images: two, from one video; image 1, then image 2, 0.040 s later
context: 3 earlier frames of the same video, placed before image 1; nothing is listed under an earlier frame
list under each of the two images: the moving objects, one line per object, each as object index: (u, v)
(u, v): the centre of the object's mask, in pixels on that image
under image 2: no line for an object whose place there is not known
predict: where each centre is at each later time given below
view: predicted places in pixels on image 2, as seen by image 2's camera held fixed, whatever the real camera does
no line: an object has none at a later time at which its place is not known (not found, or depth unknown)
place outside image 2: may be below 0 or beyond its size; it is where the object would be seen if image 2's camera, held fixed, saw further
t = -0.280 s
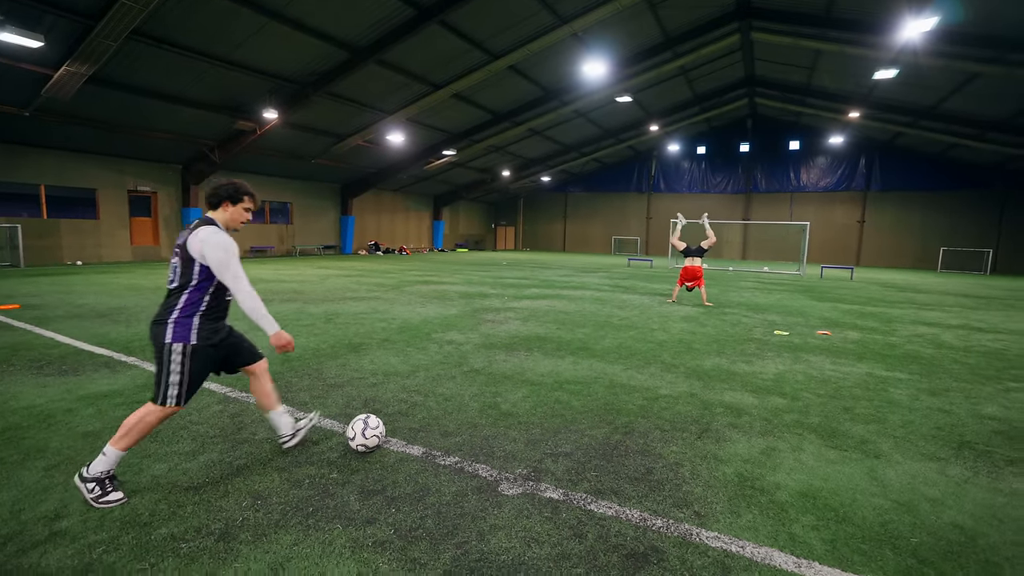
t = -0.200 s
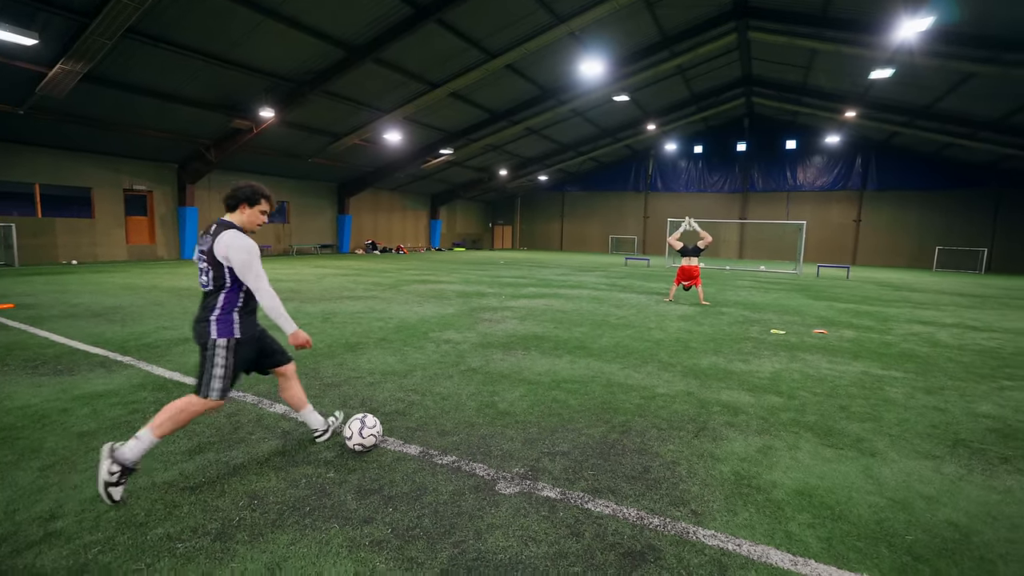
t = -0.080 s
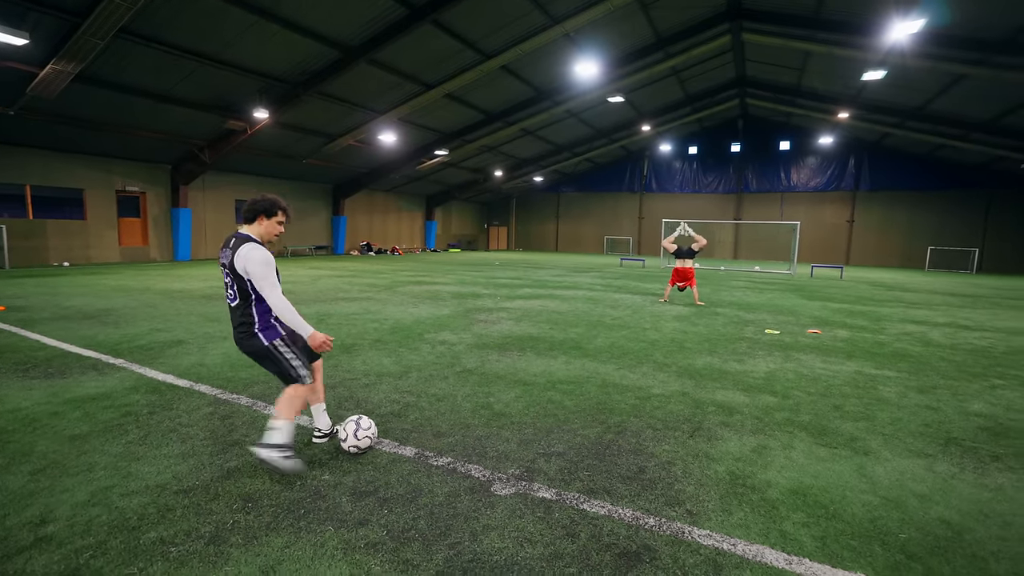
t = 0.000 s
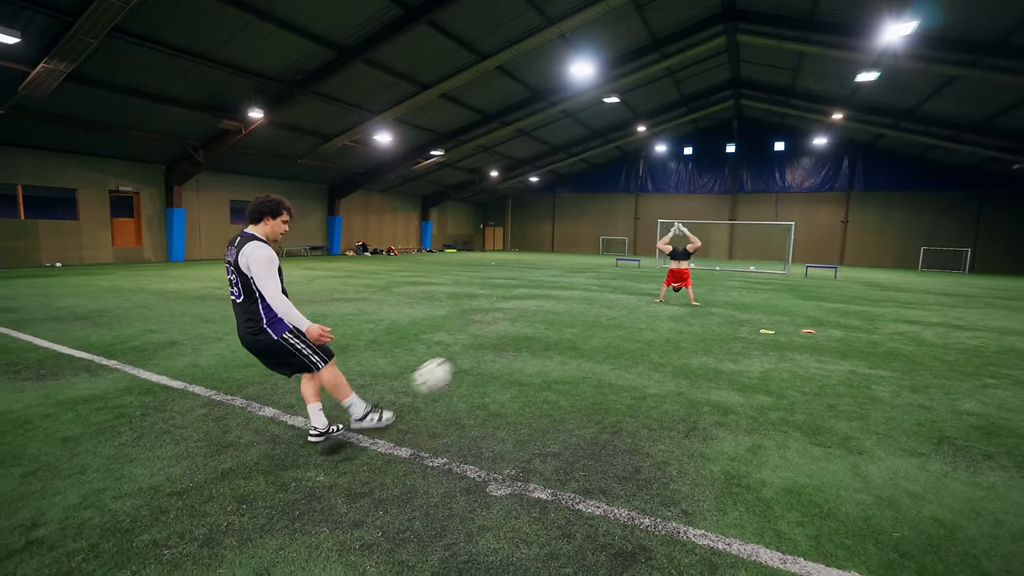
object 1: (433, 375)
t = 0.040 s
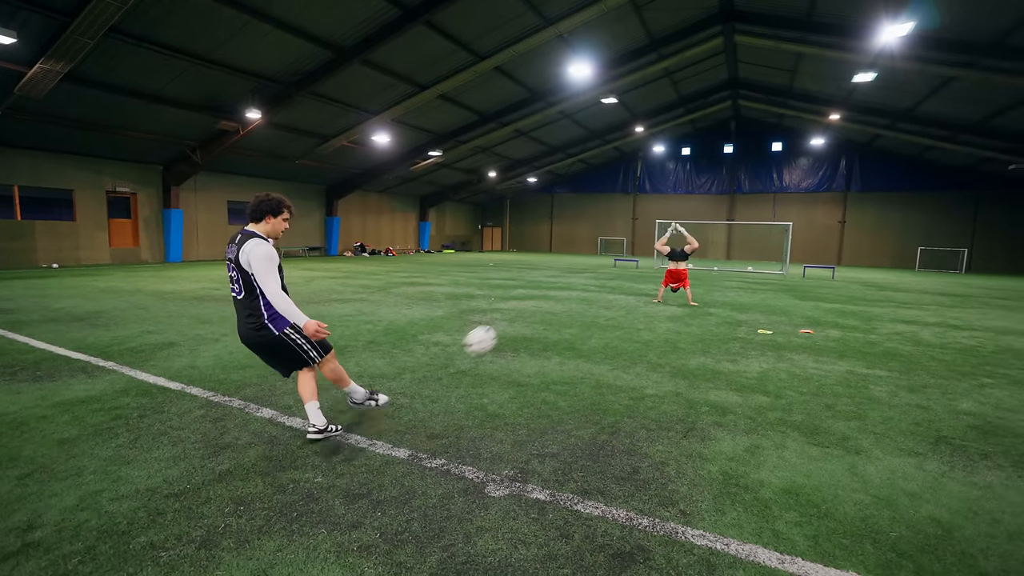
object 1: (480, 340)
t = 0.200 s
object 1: (595, 264)
